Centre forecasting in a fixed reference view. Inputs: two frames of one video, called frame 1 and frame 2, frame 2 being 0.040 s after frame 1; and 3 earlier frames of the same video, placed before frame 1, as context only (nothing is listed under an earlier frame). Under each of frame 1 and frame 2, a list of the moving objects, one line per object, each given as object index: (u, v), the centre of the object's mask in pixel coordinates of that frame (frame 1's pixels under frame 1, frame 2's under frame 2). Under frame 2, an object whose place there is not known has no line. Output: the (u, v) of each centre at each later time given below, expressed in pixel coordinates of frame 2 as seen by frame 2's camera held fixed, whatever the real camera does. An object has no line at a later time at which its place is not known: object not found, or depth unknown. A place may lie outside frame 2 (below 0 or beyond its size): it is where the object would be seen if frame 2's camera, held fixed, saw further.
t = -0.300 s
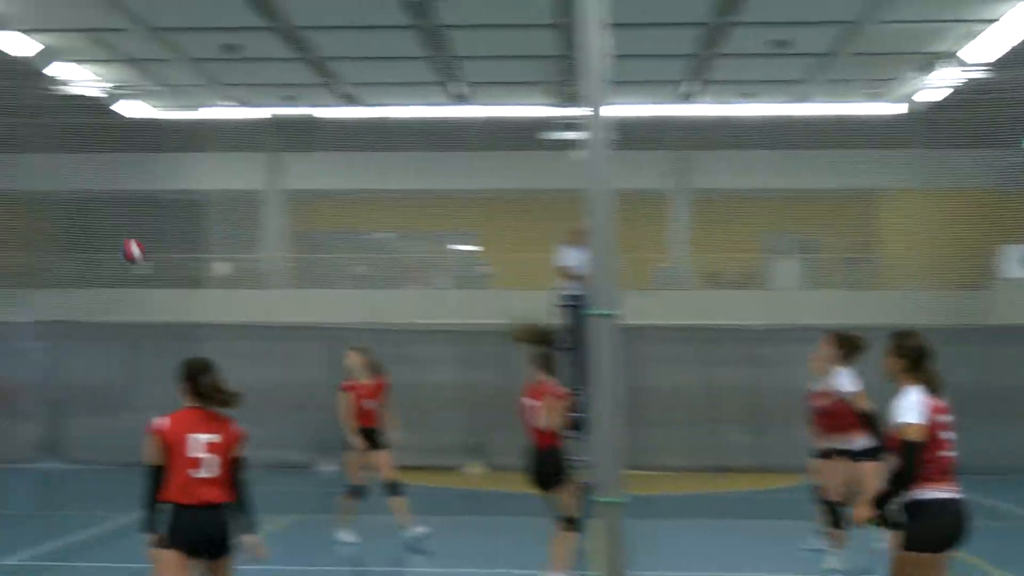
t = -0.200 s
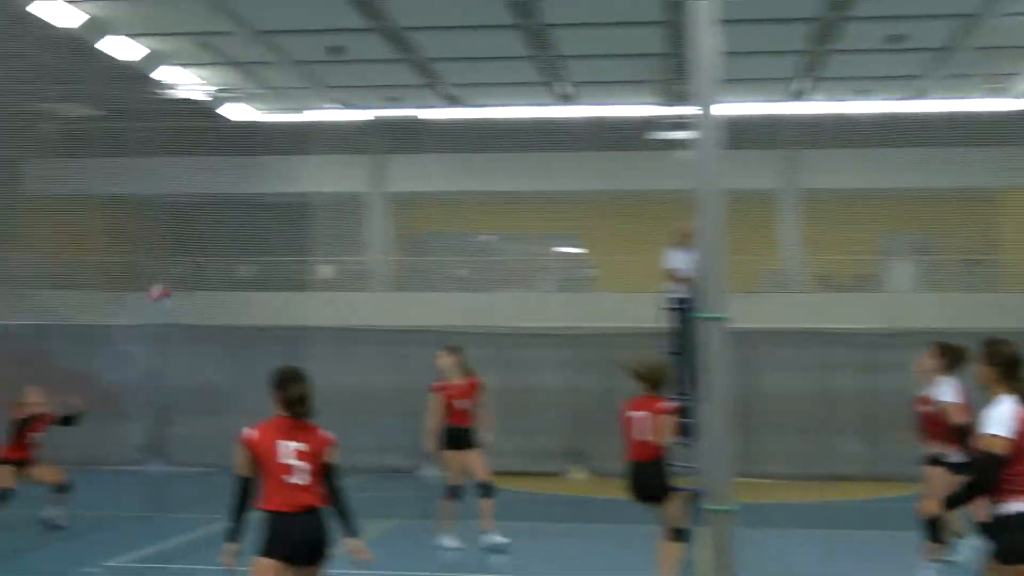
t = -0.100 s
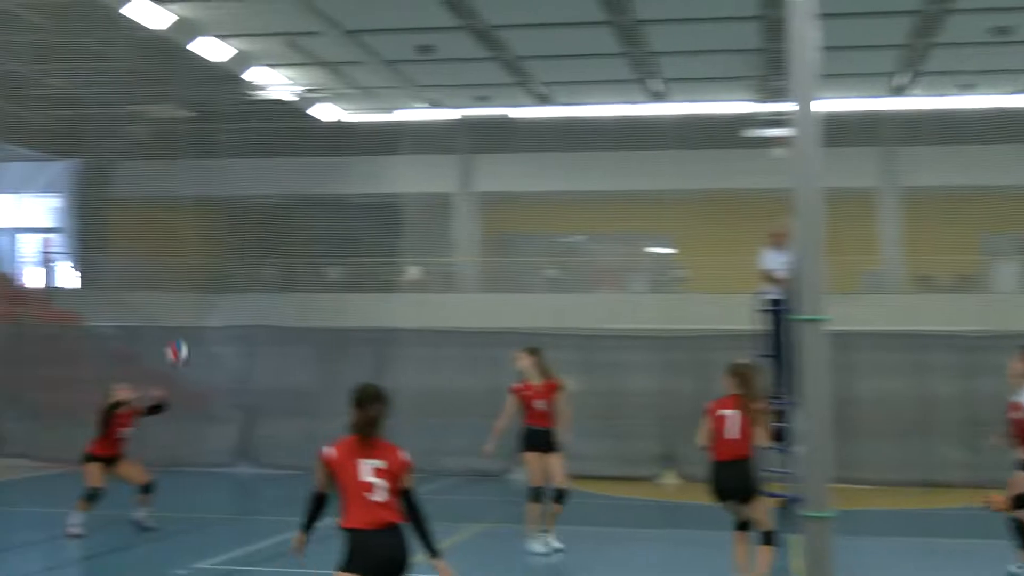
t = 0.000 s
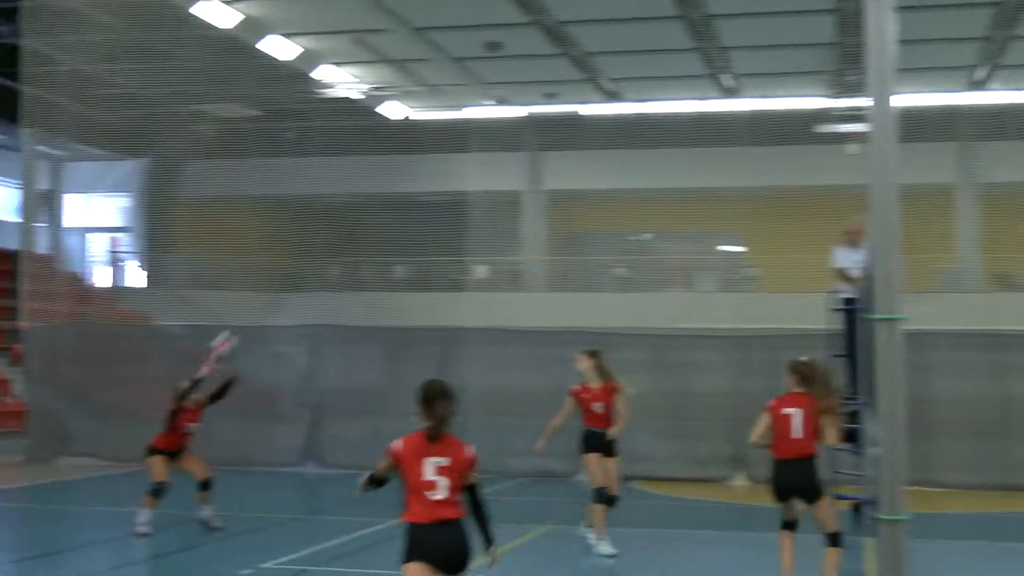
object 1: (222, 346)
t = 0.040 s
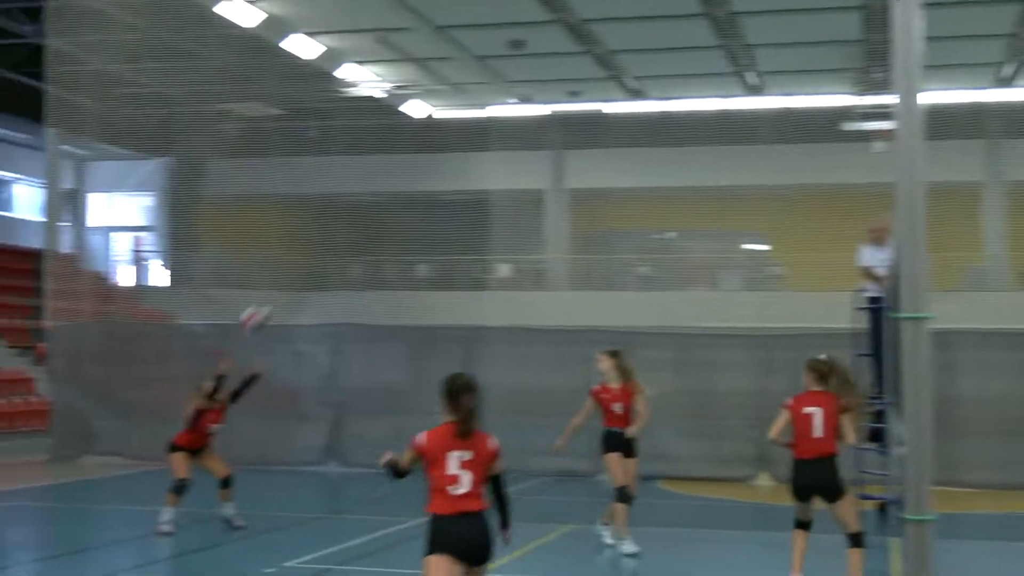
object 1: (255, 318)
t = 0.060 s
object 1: (260, 302)
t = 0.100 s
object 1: (268, 276)
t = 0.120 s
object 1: (274, 264)
